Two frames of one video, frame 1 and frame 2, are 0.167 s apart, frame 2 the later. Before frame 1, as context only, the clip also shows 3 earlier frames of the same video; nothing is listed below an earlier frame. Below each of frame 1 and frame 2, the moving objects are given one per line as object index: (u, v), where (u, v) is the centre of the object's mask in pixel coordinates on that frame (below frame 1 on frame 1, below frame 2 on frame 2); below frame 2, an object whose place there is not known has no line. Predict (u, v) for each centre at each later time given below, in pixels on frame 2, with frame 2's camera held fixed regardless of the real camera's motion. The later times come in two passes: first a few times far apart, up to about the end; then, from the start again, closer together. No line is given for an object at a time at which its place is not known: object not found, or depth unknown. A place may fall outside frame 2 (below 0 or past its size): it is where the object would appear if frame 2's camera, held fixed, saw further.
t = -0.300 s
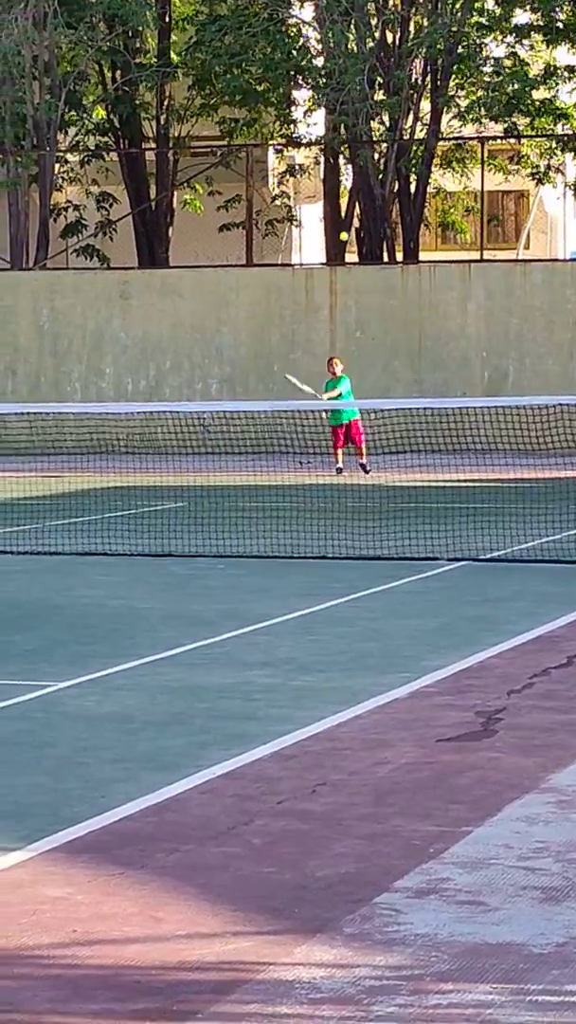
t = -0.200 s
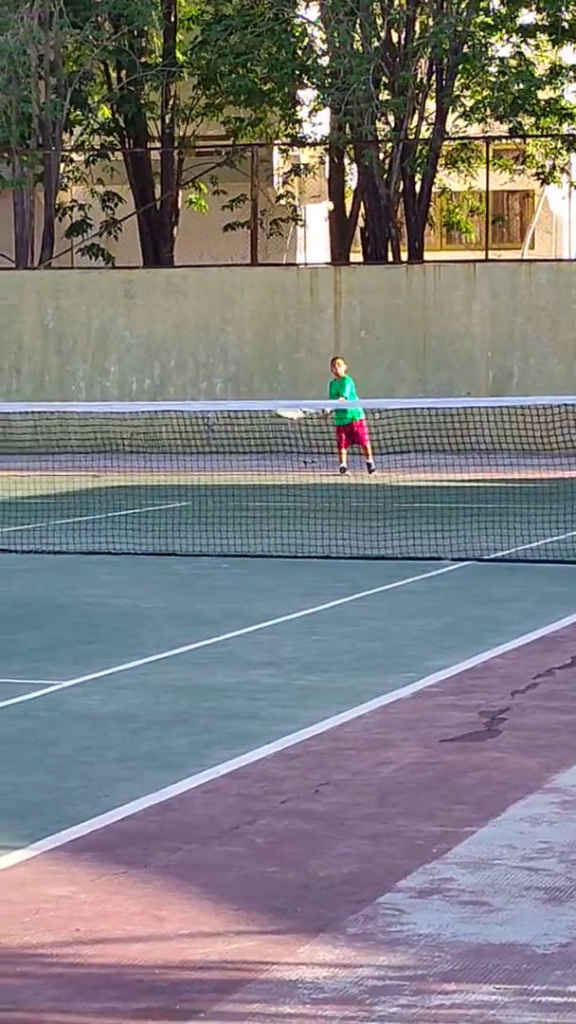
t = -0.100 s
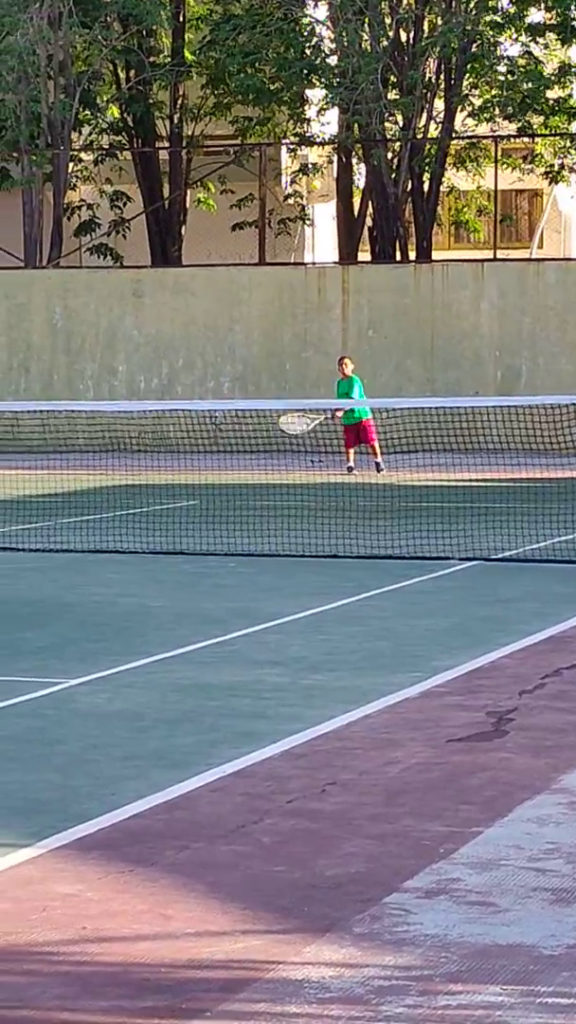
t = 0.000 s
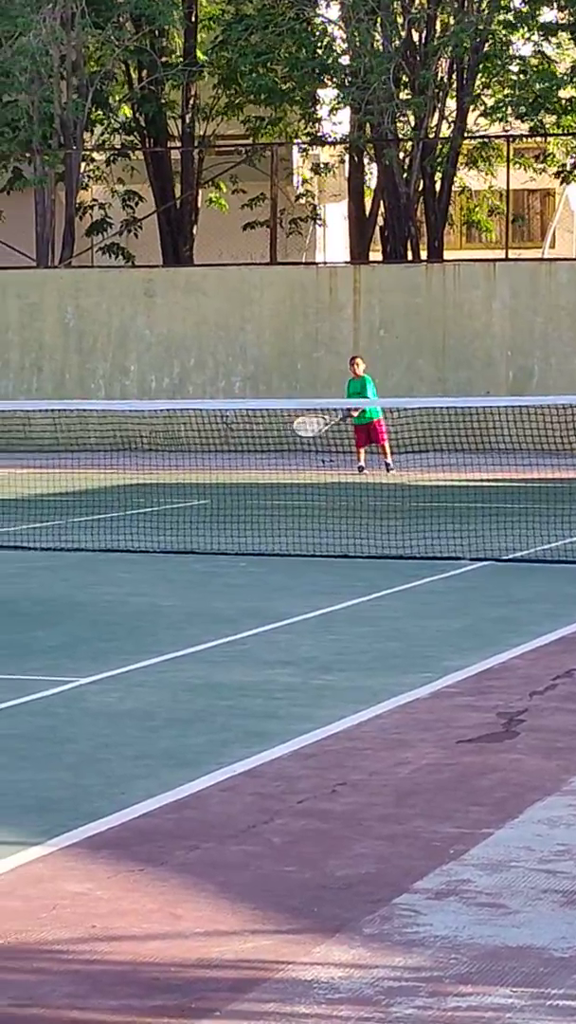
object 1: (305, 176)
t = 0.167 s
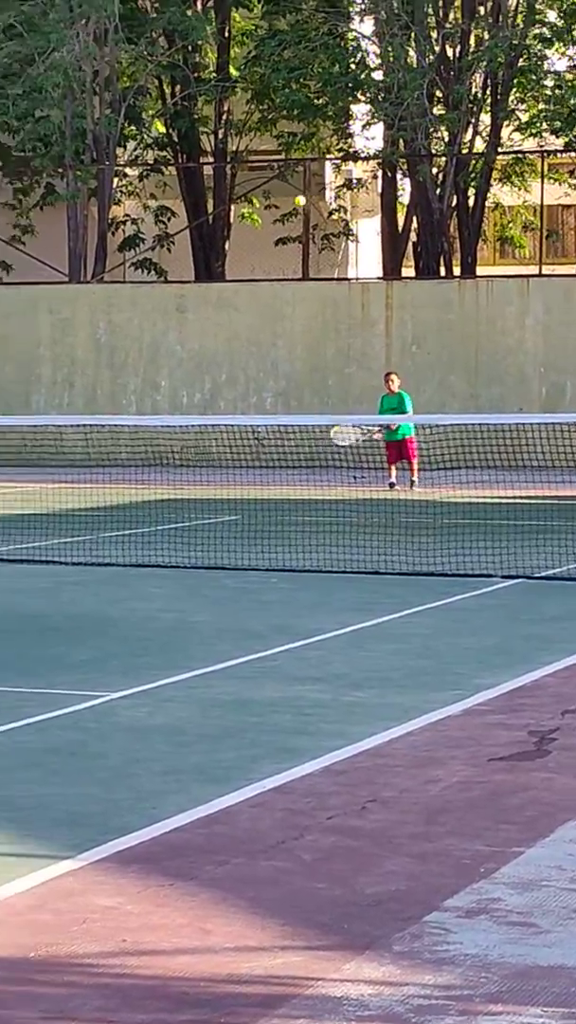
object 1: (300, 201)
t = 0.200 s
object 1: (292, 207)
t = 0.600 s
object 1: (183, 446)
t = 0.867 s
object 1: (109, 474)
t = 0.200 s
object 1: (292, 207)
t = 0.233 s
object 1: (283, 216)
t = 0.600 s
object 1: (183, 446)
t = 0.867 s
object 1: (109, 474)
